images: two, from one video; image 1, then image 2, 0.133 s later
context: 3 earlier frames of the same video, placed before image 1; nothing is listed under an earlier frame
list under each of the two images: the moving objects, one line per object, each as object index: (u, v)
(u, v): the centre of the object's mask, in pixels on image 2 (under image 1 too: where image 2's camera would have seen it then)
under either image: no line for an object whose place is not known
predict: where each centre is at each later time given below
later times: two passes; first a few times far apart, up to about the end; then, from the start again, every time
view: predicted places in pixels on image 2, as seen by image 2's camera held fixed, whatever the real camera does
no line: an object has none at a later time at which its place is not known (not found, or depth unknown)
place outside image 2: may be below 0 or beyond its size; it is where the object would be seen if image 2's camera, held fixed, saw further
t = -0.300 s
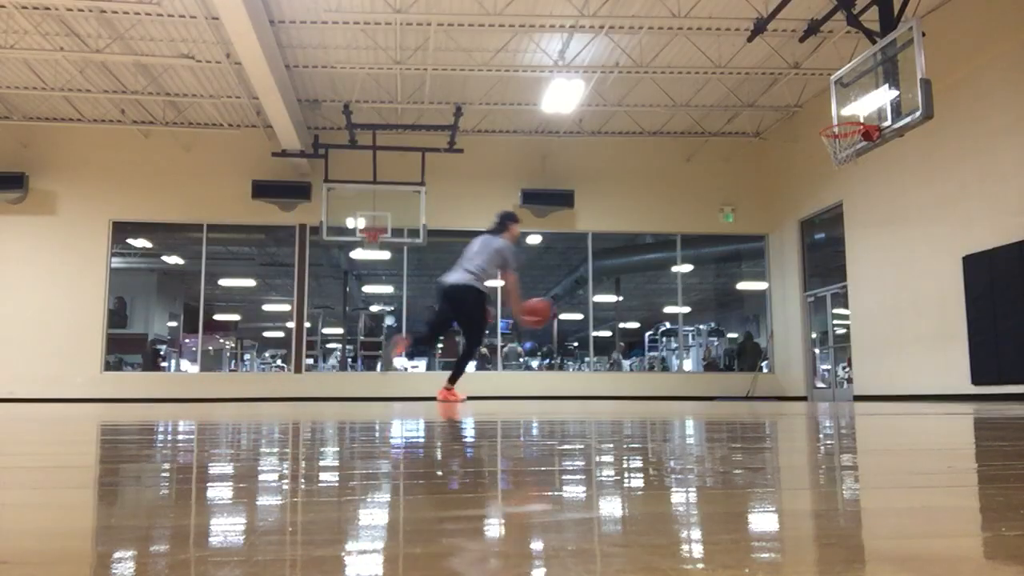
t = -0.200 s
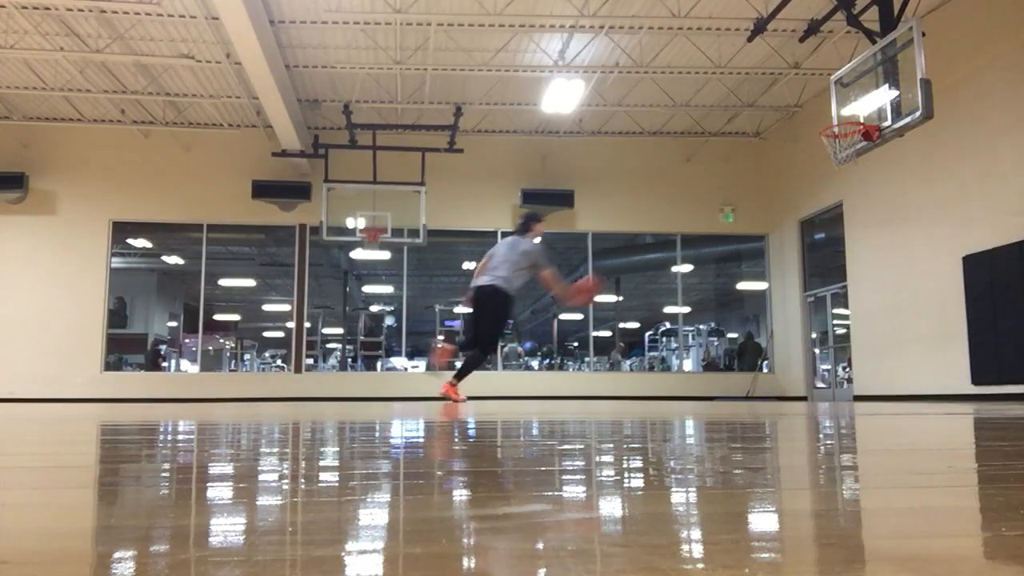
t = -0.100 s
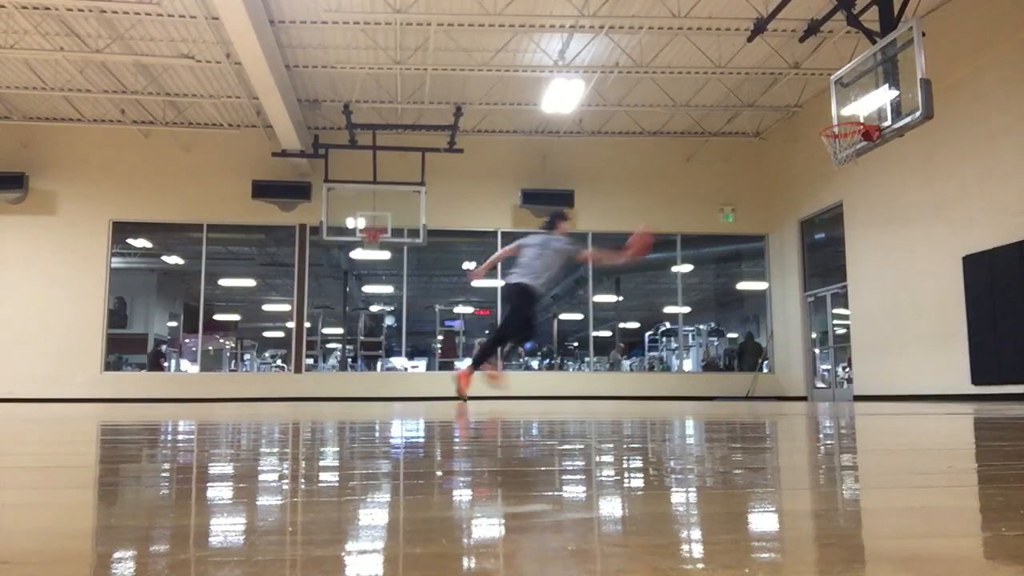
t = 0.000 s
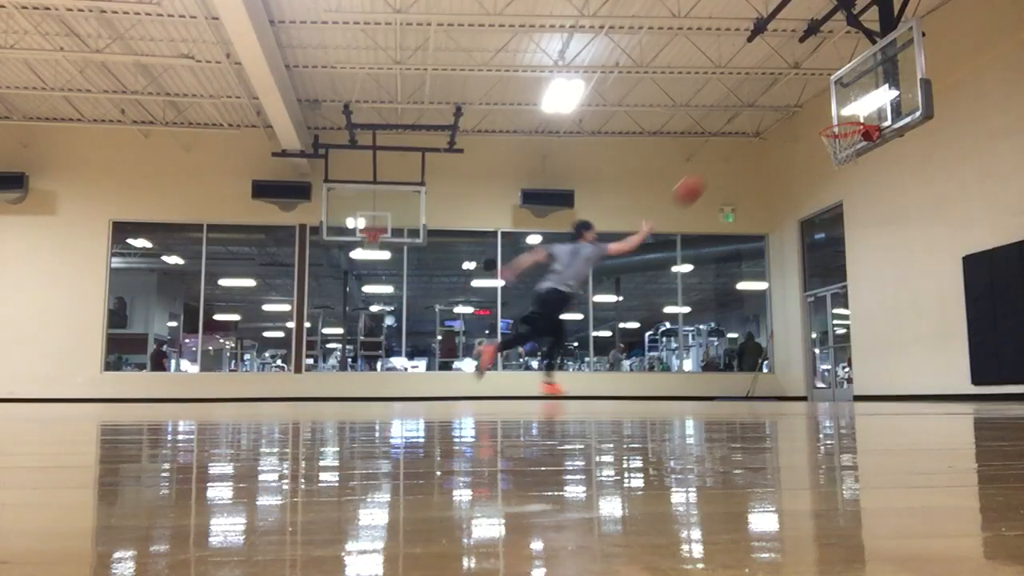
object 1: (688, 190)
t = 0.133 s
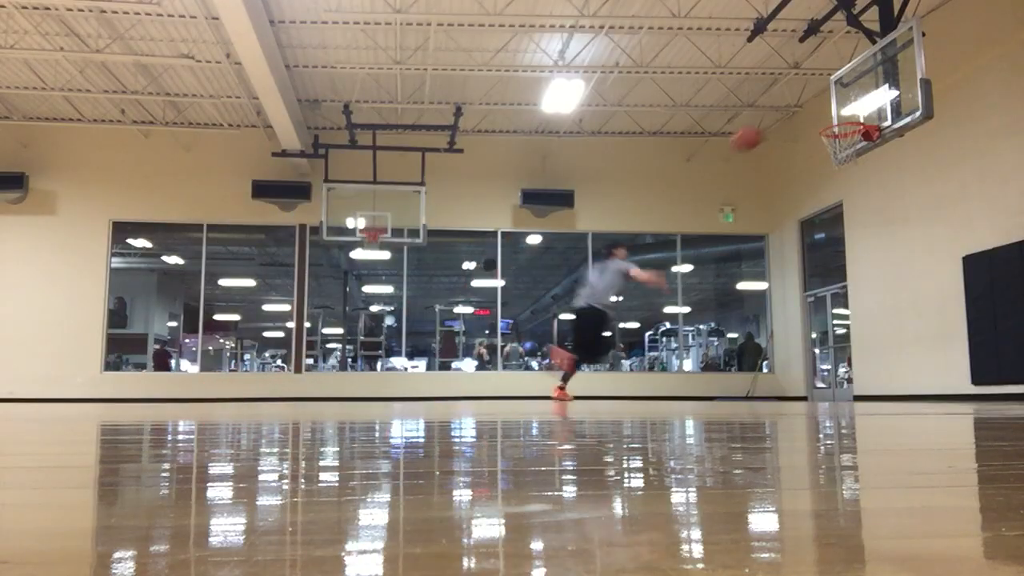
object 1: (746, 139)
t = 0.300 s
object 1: (813, 103)
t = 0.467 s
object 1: (874, 94)
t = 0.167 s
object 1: (761, 129)
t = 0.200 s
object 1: (774, 122)
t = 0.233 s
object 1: (787, 113)
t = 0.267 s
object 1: (800, 107)
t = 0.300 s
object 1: (813, 103)
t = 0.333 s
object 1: (824, 99)
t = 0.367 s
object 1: (838, 97)
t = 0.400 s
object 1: (848, 94)
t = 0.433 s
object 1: (861, 93)
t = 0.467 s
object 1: (874, 94)
